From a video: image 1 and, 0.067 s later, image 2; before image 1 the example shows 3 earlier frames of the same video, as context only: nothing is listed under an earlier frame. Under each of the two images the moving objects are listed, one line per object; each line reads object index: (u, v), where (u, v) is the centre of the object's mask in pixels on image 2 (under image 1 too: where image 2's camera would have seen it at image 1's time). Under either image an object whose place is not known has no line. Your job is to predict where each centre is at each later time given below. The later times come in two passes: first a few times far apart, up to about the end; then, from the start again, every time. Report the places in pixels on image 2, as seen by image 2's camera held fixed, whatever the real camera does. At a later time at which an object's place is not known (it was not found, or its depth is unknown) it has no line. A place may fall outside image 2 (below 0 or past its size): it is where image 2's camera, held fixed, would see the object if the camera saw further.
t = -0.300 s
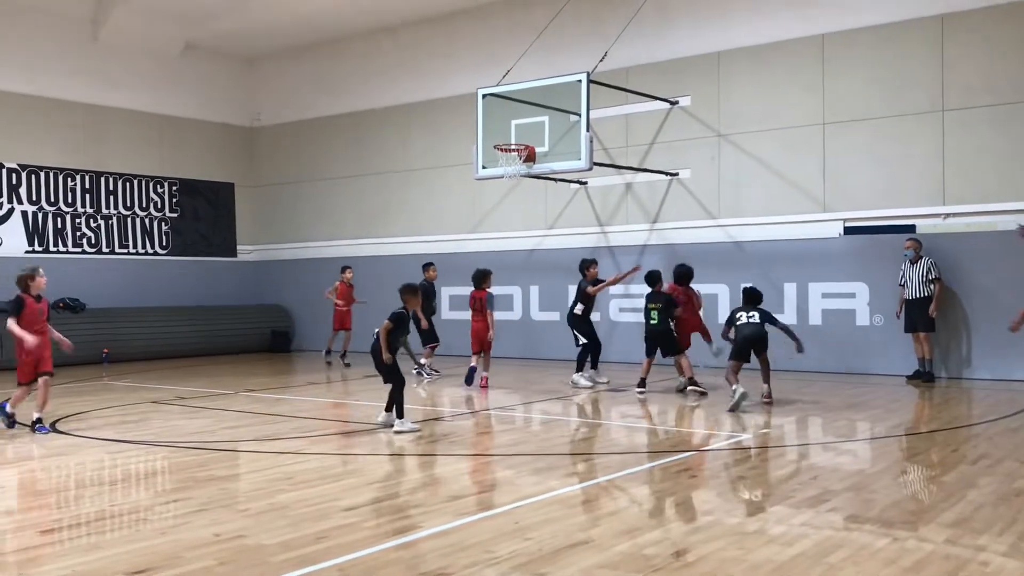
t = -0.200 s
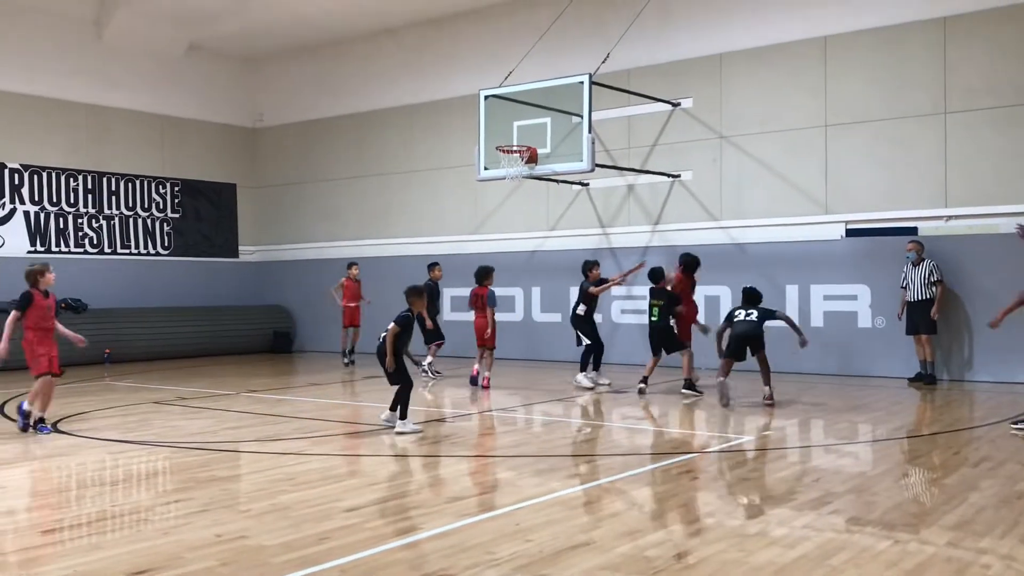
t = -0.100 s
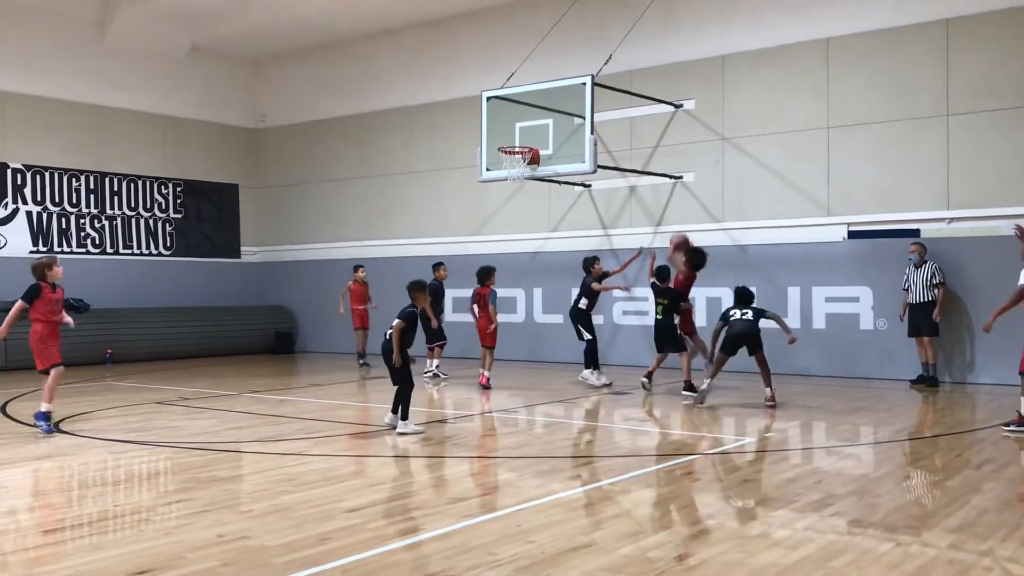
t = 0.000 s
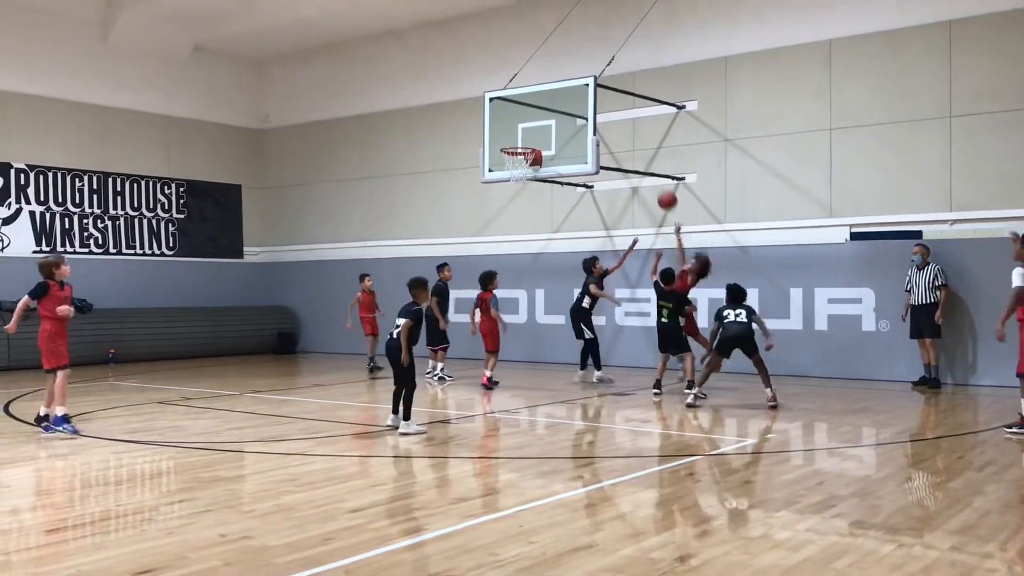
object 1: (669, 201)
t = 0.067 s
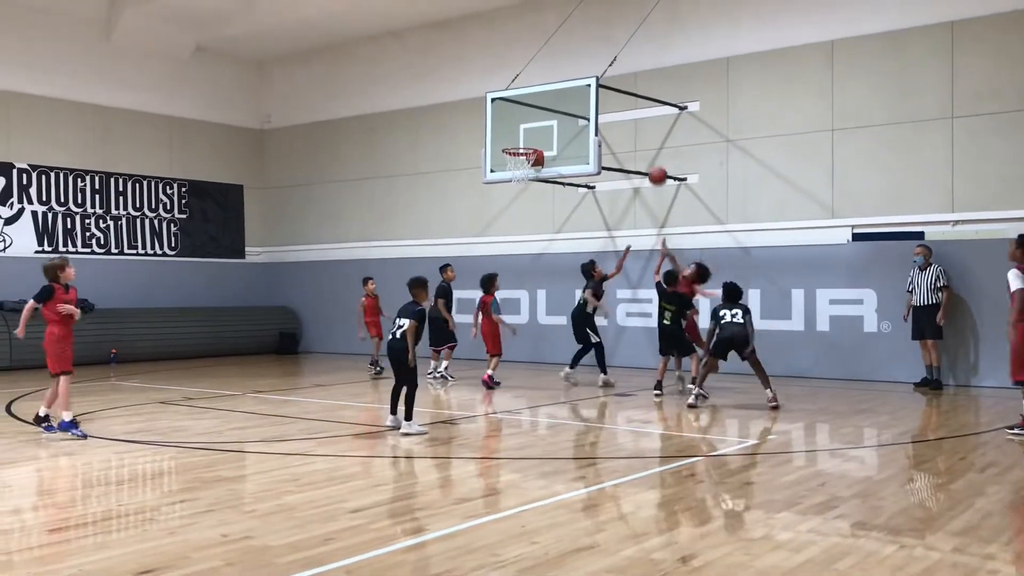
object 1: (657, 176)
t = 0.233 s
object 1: (631, 131)
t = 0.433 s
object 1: (601, 109)
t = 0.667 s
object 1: (567, 122)
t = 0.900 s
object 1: (536, 175)
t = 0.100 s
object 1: (652, 165)
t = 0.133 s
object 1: (647, 155)
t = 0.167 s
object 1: (641, 146)
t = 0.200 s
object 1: (636, 138)
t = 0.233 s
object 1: (631, 131)
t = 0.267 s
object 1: (626, 125)
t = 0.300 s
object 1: (621, 120)
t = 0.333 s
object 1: (616, 116)
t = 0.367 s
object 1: (611, 112)
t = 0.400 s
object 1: (606, 110)
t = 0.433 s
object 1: (601, 109)
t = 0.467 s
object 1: (596, 108)
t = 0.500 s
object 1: (591, 109)
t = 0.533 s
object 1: (586, 109)
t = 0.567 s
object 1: (581, 111)
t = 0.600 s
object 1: (577, 114)
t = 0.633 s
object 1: (572, 117)
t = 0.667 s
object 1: (567, 122)
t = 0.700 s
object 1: (563, 127)
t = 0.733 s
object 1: (558, 133)
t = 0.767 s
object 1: (554, 140)
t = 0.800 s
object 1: (549, 147)
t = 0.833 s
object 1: (545, 156)
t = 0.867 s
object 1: (540, 166)
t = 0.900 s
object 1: (536, 175)
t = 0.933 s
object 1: (531, 185)
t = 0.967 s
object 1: (528, 196)
